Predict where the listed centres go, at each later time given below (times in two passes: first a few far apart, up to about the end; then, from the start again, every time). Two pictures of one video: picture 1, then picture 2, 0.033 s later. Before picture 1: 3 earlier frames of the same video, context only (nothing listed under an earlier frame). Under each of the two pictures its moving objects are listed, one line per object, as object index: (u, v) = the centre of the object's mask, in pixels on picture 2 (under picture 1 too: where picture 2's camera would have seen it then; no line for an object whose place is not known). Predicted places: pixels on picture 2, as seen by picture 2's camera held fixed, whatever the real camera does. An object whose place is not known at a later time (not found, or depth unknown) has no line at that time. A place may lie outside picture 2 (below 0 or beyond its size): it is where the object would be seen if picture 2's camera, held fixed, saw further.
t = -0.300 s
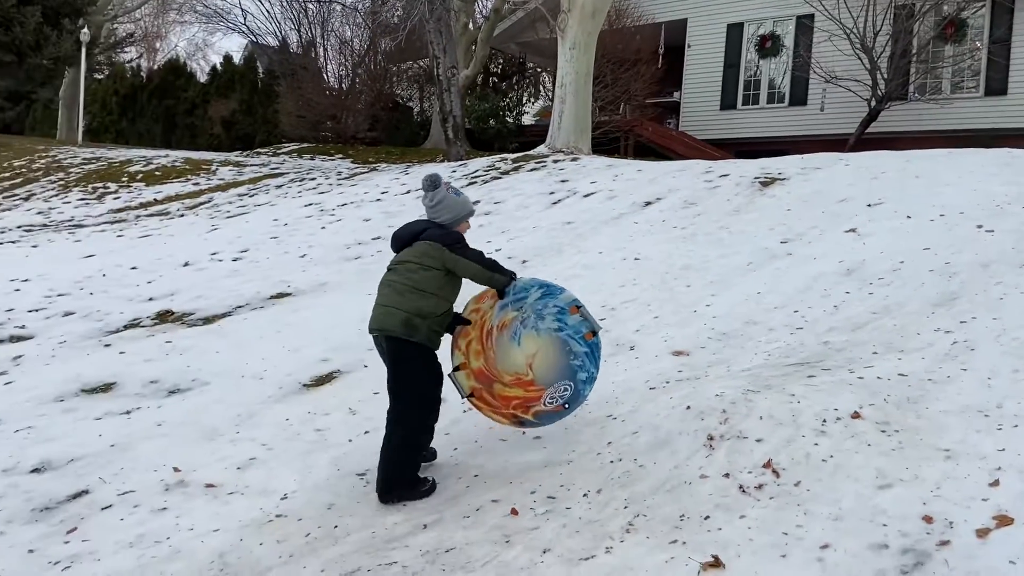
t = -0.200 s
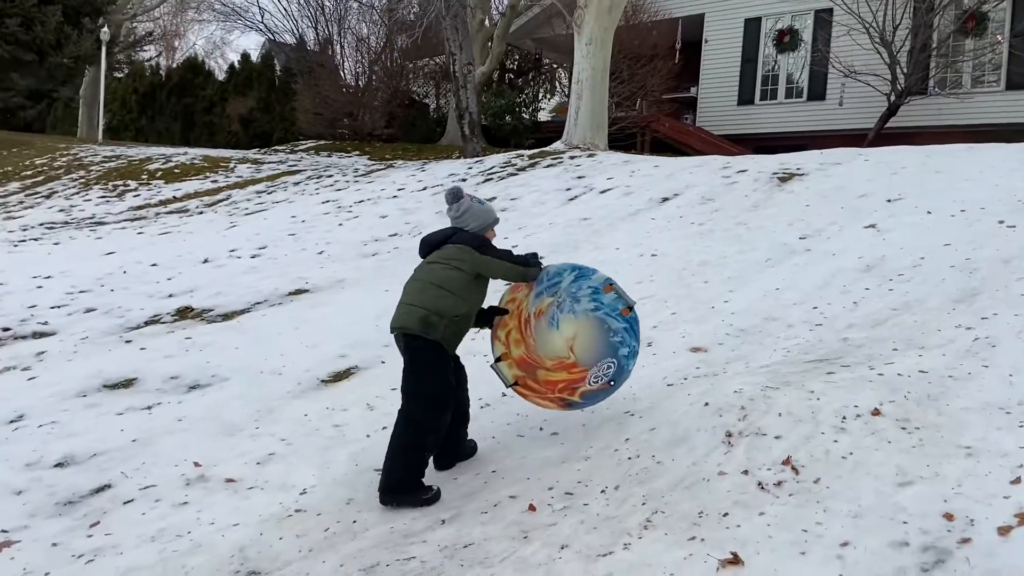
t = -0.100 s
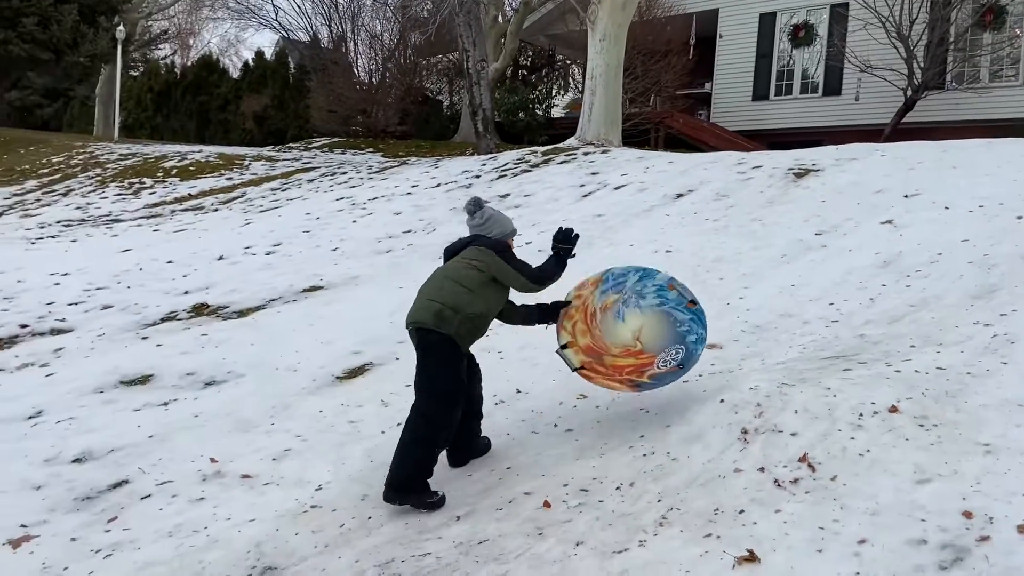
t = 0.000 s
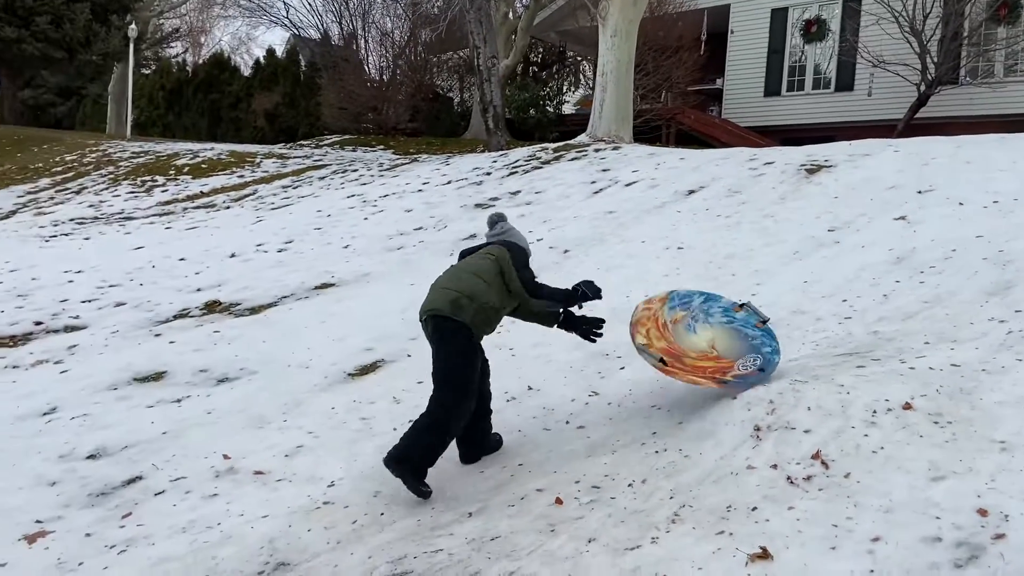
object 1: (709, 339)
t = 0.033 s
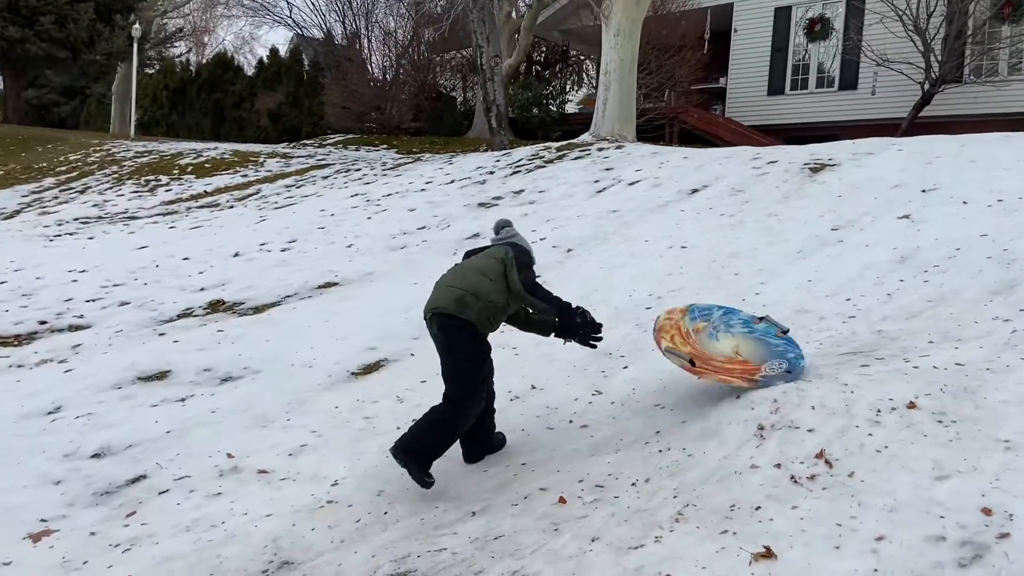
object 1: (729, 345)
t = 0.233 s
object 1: (825, 349)
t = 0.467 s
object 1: (899, 355)
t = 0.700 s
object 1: (941, 352)
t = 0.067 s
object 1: (748, 352)
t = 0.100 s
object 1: (766, 359)
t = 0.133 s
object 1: (780, 364)
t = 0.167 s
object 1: (798, 360)
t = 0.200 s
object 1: (812, 353)
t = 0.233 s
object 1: (825, 349)
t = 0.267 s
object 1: (836, 347)
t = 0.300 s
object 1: (848, 346)
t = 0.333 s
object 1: (859, 346)
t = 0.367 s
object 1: (869, 348)
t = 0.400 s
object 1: (880, 351)
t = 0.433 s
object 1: (890, 354)
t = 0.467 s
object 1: (899, 355)
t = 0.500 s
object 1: (908, 353)
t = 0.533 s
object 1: (916, 351)
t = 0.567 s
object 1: (923, 351)
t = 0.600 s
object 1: (929, 352)
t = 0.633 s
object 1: (934, 353)
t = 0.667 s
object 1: (937, 352)
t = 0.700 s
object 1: (941, 352)
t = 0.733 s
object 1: (945, 352)
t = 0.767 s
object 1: (948, 352)
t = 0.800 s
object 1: (951, 352)
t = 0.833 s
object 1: (954, 353)
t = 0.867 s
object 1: (956, 353)
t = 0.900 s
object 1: (958, 354)
